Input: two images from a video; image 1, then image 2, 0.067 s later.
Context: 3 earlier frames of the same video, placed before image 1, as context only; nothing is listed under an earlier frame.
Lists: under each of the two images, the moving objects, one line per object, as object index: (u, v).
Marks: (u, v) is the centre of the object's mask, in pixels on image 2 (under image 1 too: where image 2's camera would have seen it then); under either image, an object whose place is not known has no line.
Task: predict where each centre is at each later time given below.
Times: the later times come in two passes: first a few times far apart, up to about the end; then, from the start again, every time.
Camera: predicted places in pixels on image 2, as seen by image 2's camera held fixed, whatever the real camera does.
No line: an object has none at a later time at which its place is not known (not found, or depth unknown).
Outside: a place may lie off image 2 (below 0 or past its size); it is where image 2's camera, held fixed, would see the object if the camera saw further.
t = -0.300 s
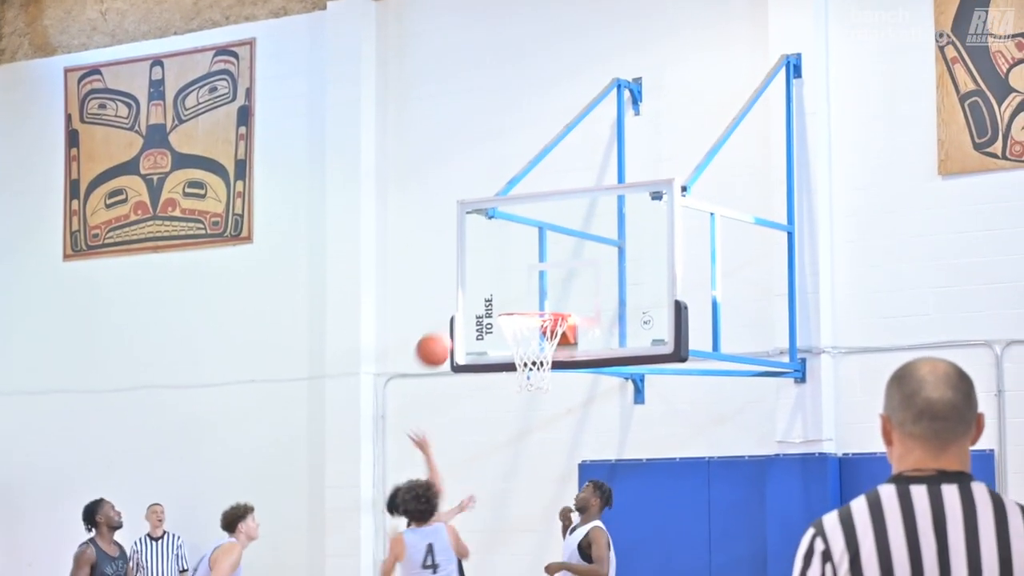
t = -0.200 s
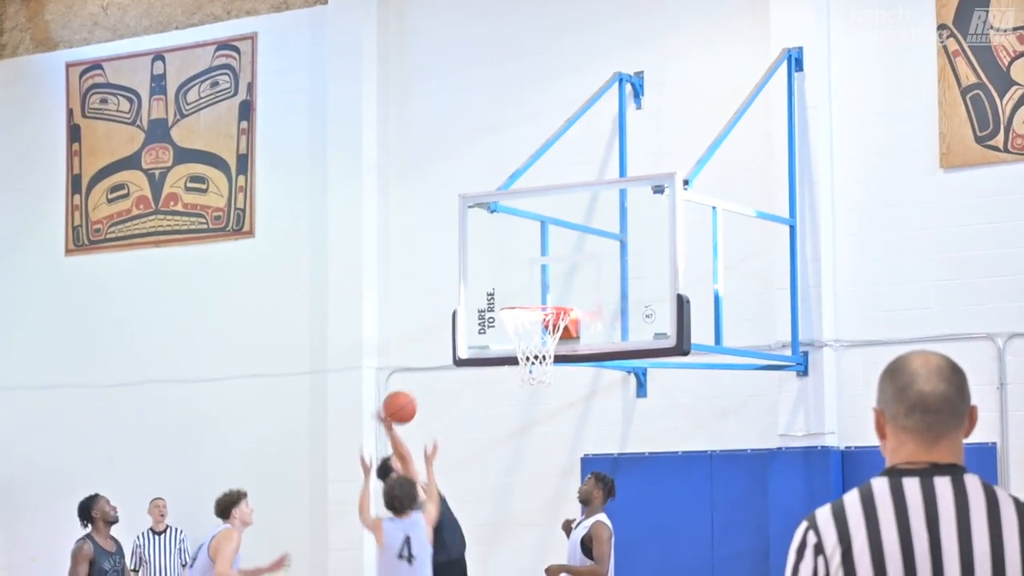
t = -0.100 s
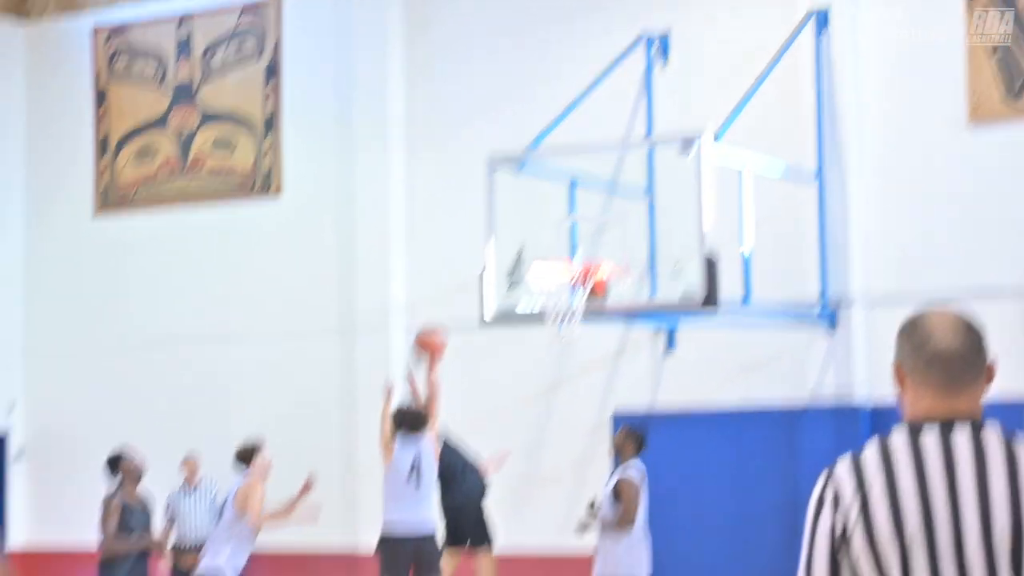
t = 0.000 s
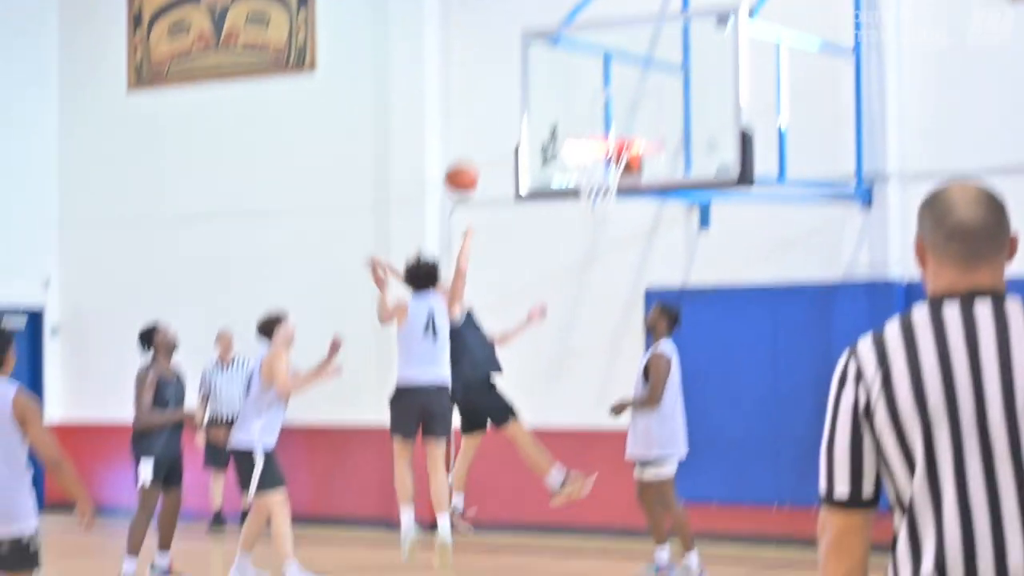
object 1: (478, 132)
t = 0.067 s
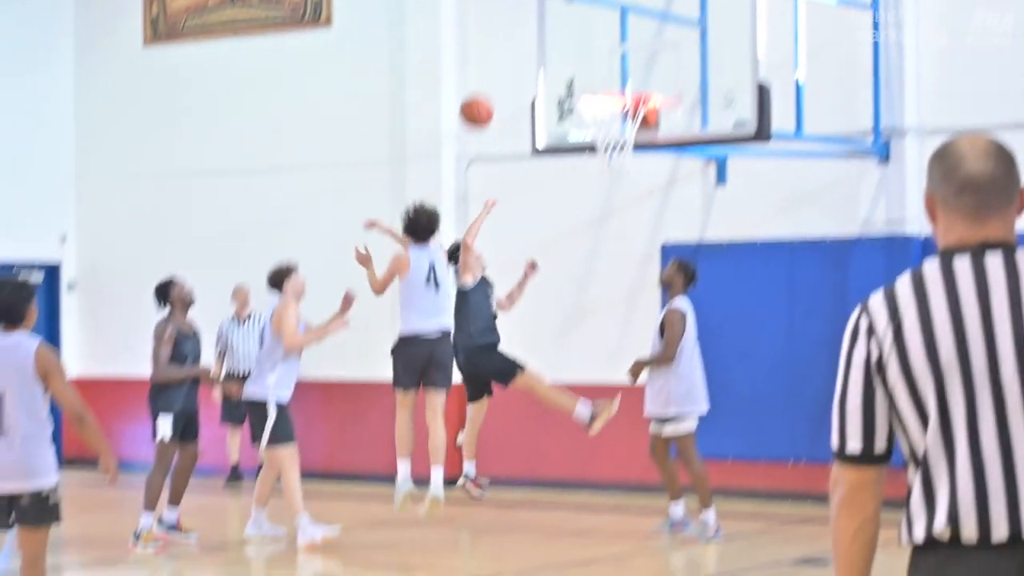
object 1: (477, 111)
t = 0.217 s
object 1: (475, 85)
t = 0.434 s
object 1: (472, 104)
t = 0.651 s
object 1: (470, 193)
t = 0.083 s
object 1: (476, 107)
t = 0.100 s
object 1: (476, 103)
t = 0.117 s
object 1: (476, 99)
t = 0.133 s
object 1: (476, 95)
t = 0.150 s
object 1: (476, 92)
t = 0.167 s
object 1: (475, 90)
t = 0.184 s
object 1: (475, 88)
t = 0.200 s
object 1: (475, 87)
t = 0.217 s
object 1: (475, 85)
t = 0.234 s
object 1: (475, 84)
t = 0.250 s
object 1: (475, 83)
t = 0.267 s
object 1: (474, 83)
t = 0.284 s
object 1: (474, 84)
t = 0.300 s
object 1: (474, 84)
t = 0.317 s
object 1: (474, 85)
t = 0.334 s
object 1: (474, 87)
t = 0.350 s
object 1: (474, 88)
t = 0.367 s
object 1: (473, 91)
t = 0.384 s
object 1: (473, 93)
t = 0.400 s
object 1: (473, 96)
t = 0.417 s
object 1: (473, 100)
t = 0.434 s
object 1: (472, 104)
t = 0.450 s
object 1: (472, 108)
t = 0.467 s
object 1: (472, 113)
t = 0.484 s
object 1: (471, 118)
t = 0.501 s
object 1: (471, 124)
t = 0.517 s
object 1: (471, 130)
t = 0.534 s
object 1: (471, 136)
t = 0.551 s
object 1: (471, 143)
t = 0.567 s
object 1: (471, 151)
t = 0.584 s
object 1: (471, 158)
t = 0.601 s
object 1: (470, 166)
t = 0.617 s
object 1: (470, 175)
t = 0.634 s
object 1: (470, 184)
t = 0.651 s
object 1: (470, 193)
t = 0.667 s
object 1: (469, 203)
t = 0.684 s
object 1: (469, 213)
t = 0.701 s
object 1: (469, 224)
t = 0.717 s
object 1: (469, 235)
